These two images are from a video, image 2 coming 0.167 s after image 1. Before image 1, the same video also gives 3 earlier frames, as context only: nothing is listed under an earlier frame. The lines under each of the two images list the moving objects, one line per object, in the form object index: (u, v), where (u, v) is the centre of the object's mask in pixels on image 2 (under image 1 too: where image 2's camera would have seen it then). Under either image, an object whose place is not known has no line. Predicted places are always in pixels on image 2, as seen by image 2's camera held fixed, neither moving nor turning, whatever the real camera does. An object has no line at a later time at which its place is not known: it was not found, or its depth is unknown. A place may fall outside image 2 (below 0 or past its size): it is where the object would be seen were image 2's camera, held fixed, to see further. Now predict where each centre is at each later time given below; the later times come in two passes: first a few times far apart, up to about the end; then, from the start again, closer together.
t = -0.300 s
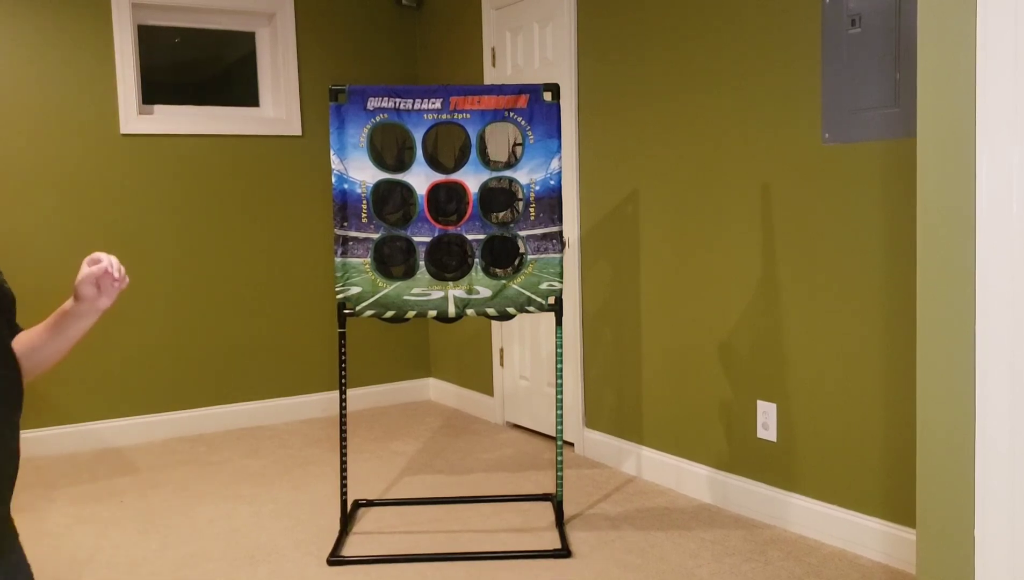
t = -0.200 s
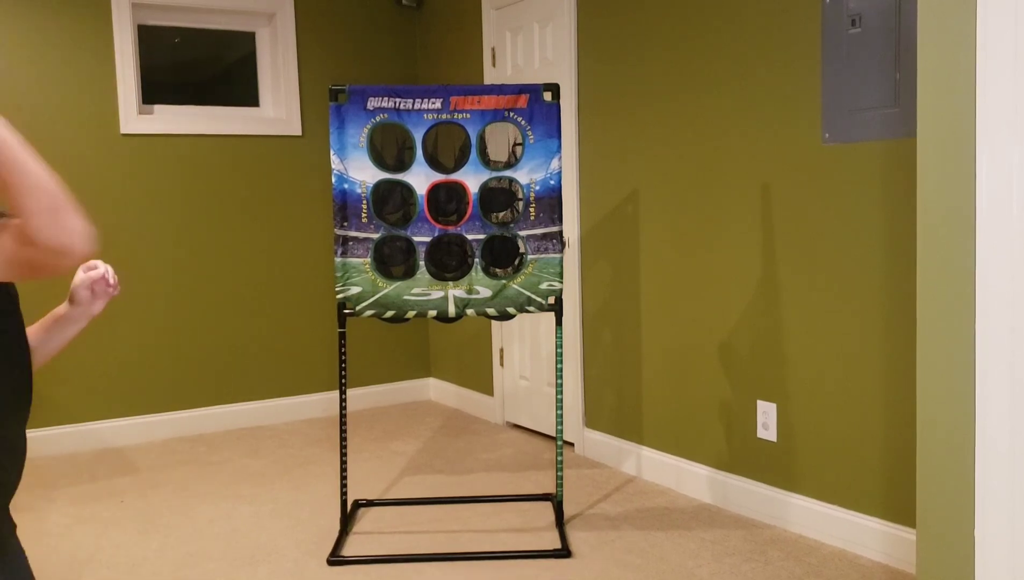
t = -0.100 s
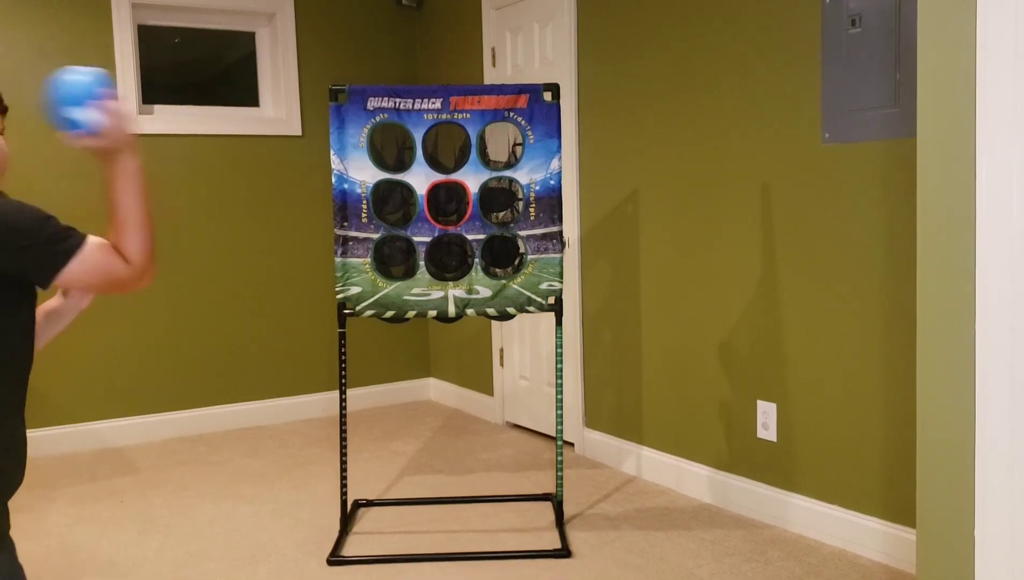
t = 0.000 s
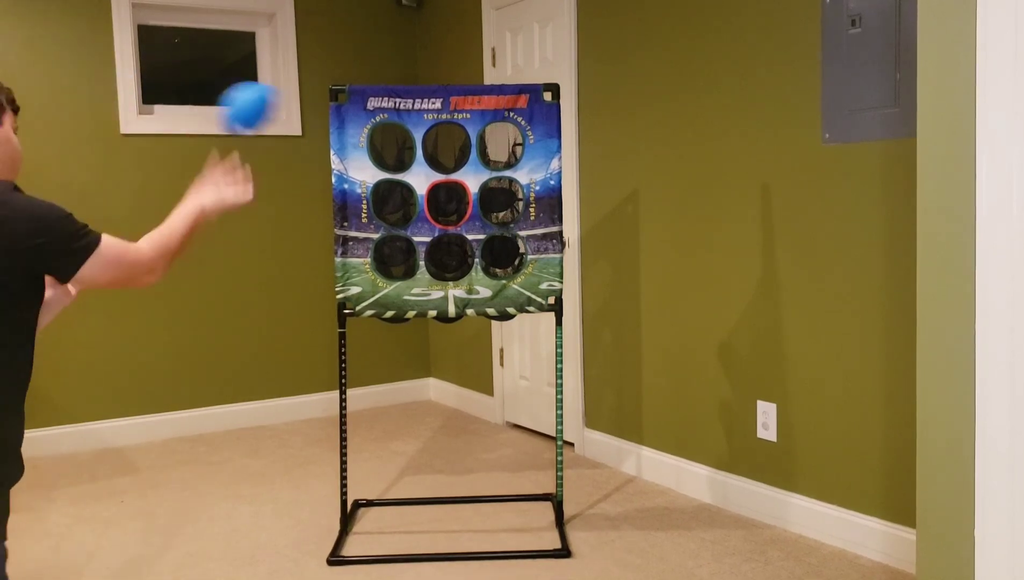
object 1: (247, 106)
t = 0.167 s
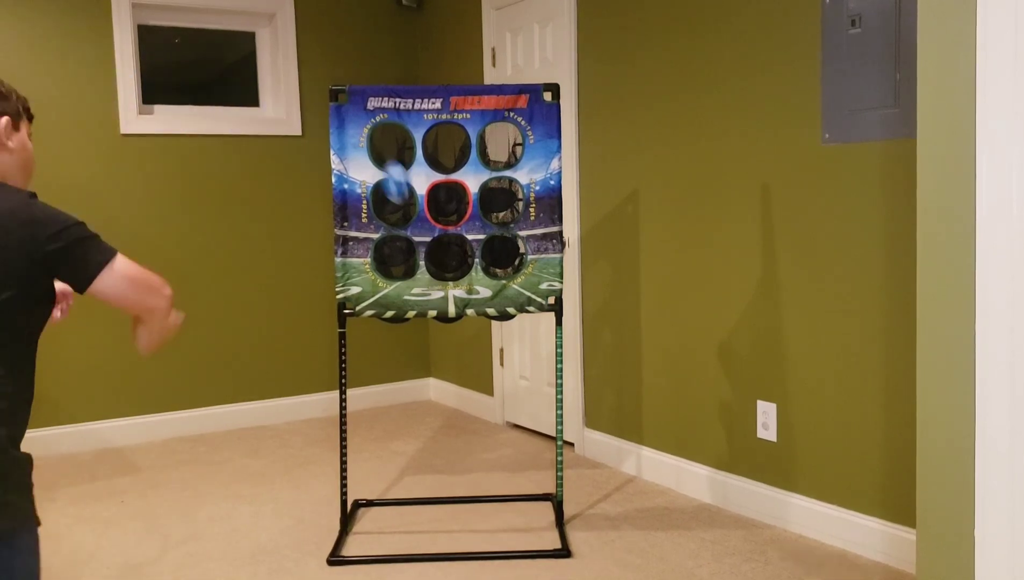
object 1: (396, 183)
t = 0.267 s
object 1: (423, 222)
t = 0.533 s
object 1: (474, 443)
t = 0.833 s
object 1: (548, 420)
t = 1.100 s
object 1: (619, 443)
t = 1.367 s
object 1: (665, 522)
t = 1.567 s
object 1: (670, 530)
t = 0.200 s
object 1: (413, 200)
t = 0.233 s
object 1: (419, 212)
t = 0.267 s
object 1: (423, 222)
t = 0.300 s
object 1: (428, 236)
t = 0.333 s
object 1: (434, 254)
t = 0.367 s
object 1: (442, 278)
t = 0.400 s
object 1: (448, 305)
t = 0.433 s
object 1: (455, 333)
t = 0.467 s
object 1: (461, 365)
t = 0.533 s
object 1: (474, 443)
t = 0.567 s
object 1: (482, 487)
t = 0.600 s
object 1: (491, 540)
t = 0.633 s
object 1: (500, 548)
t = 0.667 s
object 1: (507, 519)
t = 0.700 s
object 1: (515, 491)
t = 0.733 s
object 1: (523, 468)
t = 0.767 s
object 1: (530, 448)
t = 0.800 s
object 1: (539, 432)
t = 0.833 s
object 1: (548, 420)
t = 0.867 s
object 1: (557, 410)
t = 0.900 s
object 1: (565, 404)
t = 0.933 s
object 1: (574, 402)
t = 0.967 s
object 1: (584, 403)
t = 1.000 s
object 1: (592, 408)
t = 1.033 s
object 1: (601, 416)
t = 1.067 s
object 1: (610, 427)
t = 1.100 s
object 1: (619, 443)
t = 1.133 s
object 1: (629, 463)
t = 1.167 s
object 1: (638, 485)
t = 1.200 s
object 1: (647, 511)
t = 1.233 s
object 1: (655, 540)
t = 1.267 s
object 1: (664, 565)
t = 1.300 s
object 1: (664, 547)
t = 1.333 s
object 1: (664, 533)
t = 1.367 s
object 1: (665, 522)
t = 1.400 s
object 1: (666, 515)
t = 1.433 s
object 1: (666, 510)
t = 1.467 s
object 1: (667, 510)
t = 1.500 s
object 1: (668, 513)
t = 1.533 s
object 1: (669, 520)
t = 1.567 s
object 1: (670, 530)
